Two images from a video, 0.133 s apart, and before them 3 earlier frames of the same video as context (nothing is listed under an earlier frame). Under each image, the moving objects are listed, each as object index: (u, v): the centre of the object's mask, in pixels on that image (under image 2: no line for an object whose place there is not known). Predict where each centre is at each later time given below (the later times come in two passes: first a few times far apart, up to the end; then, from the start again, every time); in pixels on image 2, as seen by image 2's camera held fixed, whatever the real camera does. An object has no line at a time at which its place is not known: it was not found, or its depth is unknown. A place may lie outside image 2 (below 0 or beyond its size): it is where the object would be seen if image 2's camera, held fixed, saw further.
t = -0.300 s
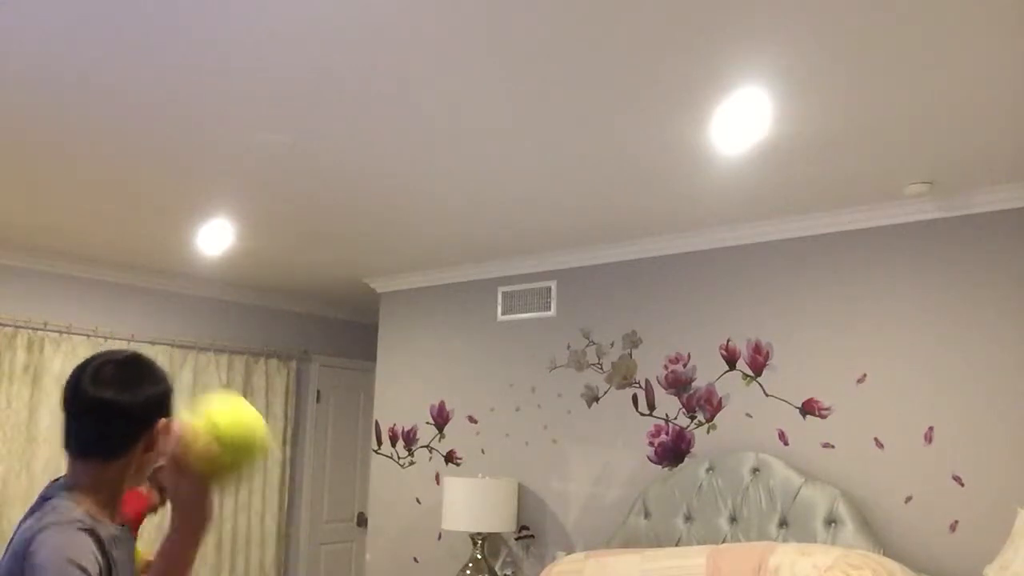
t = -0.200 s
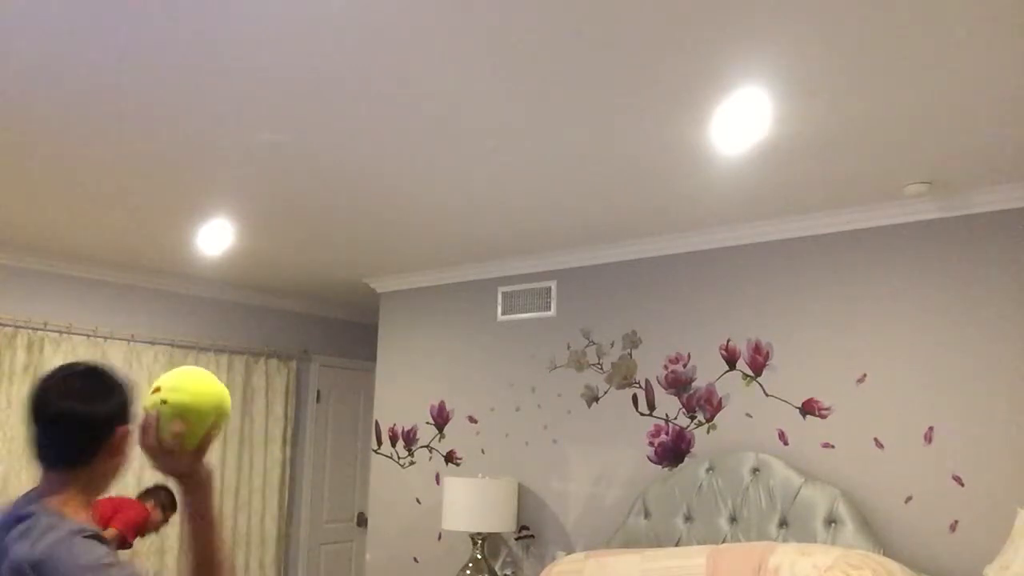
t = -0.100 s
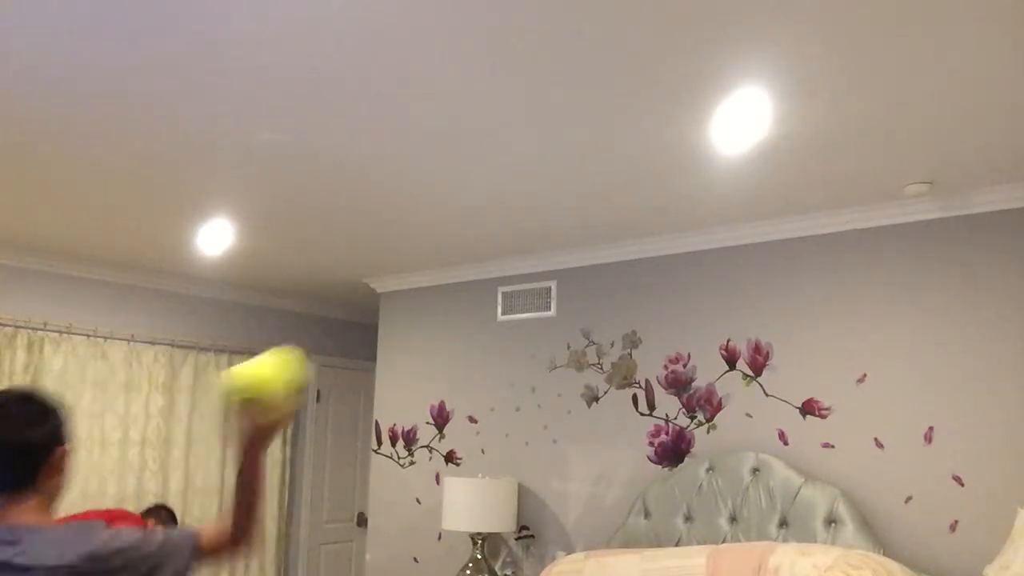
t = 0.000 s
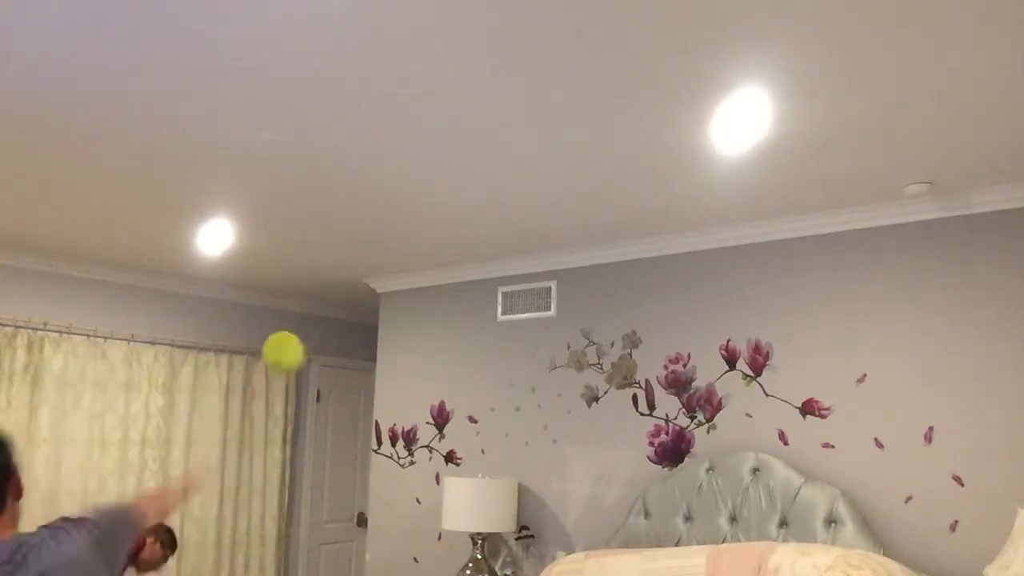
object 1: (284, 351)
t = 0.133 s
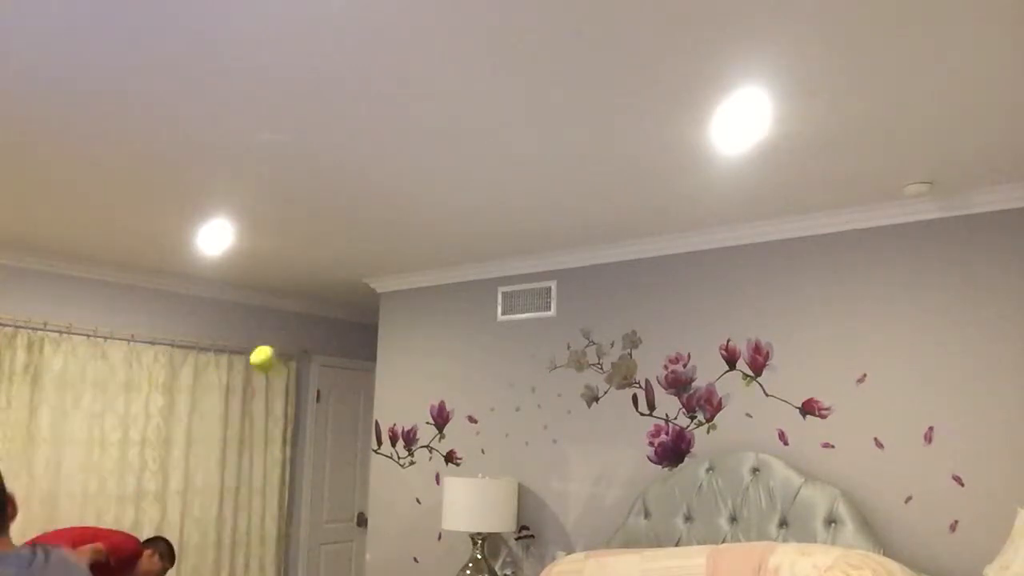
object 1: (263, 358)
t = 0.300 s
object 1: (249, 391)
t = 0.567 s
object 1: (309, 446)
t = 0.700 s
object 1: (334, 511)
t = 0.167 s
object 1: (259, 363)
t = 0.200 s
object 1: (256, 369)
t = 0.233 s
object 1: (252, 375)
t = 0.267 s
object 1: (250, 384)
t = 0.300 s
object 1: (249, 391)
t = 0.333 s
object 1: (258, 393)
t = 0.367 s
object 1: (266, 397)
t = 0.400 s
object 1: (276, 403)
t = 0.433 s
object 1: (280, 407)
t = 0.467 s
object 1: (289, 416)
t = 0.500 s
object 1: (293, 419)
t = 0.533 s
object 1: (302, 436)
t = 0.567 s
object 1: (309, 446)
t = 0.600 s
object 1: (317, 463)
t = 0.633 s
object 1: (321, 476)
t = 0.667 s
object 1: (330, 495)
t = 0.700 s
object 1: (334, 511)
